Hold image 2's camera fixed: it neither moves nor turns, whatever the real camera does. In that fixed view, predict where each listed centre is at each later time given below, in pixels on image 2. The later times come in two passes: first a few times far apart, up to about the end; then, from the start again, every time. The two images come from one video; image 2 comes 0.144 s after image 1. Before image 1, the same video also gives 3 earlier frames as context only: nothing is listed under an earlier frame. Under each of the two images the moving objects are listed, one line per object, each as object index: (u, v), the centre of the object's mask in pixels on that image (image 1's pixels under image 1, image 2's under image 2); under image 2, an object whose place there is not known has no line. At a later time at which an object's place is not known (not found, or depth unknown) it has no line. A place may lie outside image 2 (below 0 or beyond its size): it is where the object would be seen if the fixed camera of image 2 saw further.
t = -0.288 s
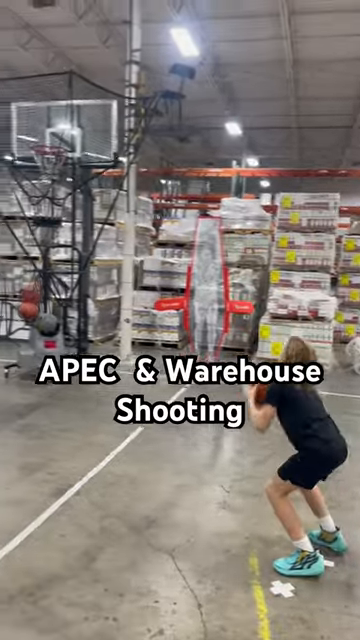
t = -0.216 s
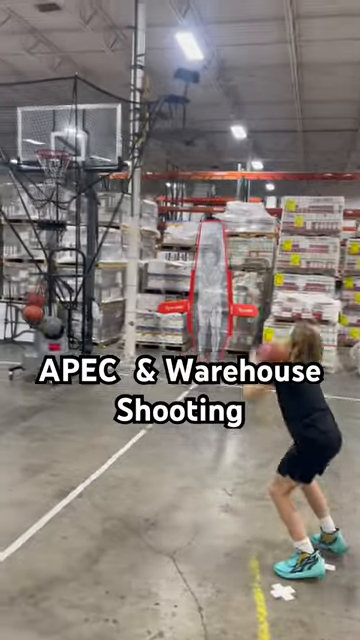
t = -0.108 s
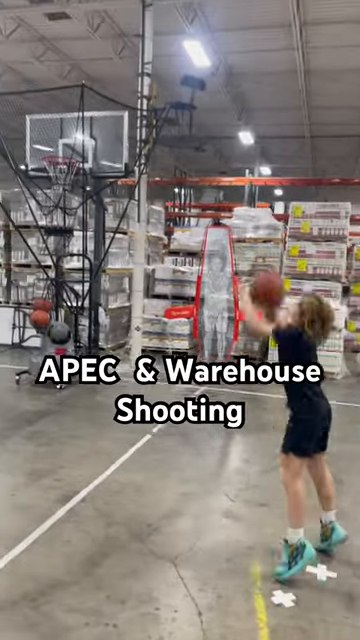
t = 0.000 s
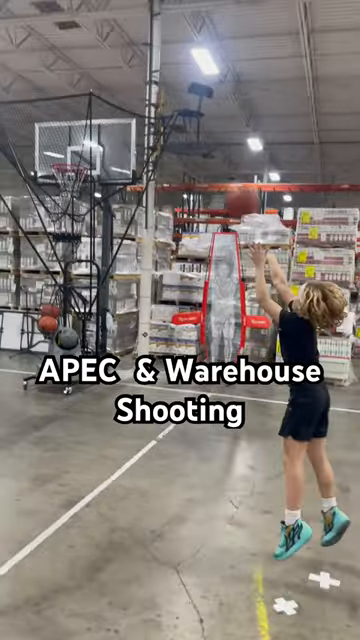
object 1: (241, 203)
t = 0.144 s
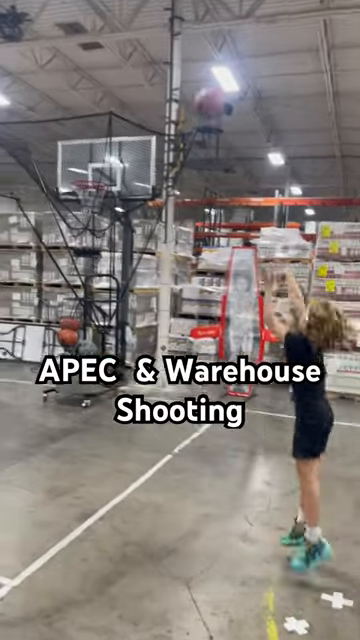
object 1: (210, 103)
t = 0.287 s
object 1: (183, 69)
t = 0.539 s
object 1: (147, 65)
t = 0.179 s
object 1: (204, 93)
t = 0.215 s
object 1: (195, 82)
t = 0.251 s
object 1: (189, 76)
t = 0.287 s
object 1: (183, 69)
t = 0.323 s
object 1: (176, 65)
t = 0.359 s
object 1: (171, 62)
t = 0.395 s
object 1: (165, 61)
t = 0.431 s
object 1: (160, 61)
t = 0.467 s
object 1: (154, 61)
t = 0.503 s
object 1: (150, 63)
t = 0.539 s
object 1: (147, 65)
